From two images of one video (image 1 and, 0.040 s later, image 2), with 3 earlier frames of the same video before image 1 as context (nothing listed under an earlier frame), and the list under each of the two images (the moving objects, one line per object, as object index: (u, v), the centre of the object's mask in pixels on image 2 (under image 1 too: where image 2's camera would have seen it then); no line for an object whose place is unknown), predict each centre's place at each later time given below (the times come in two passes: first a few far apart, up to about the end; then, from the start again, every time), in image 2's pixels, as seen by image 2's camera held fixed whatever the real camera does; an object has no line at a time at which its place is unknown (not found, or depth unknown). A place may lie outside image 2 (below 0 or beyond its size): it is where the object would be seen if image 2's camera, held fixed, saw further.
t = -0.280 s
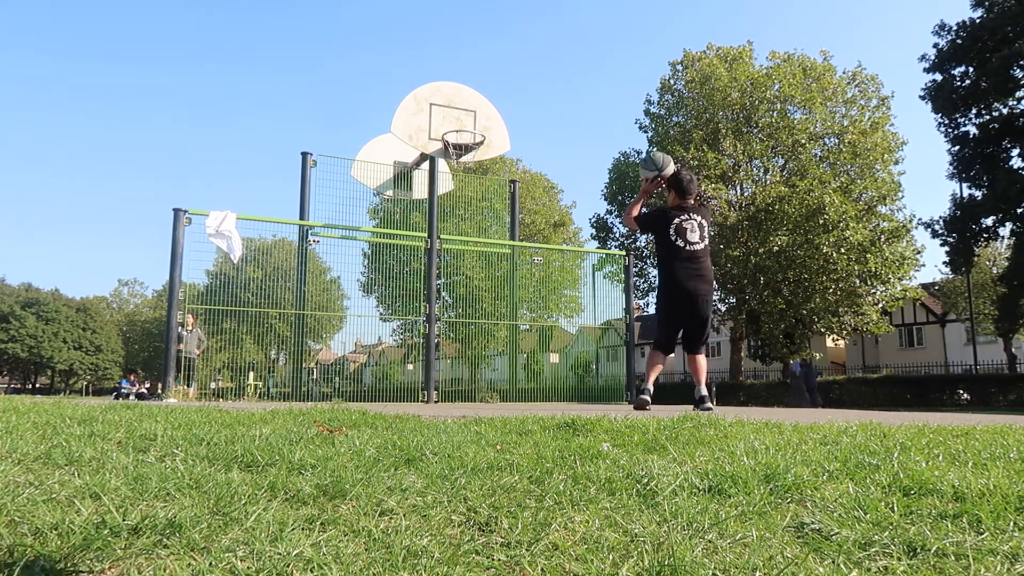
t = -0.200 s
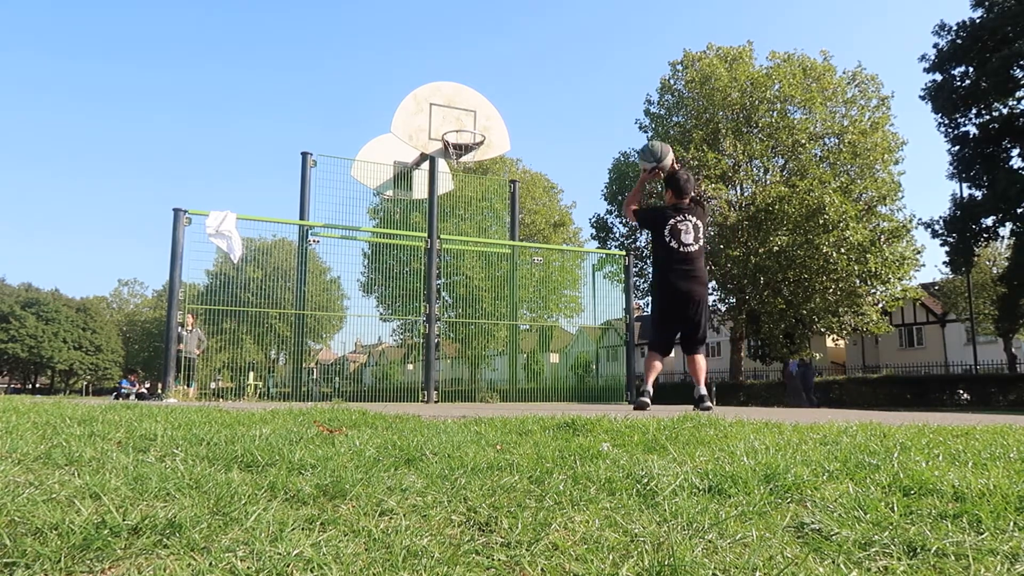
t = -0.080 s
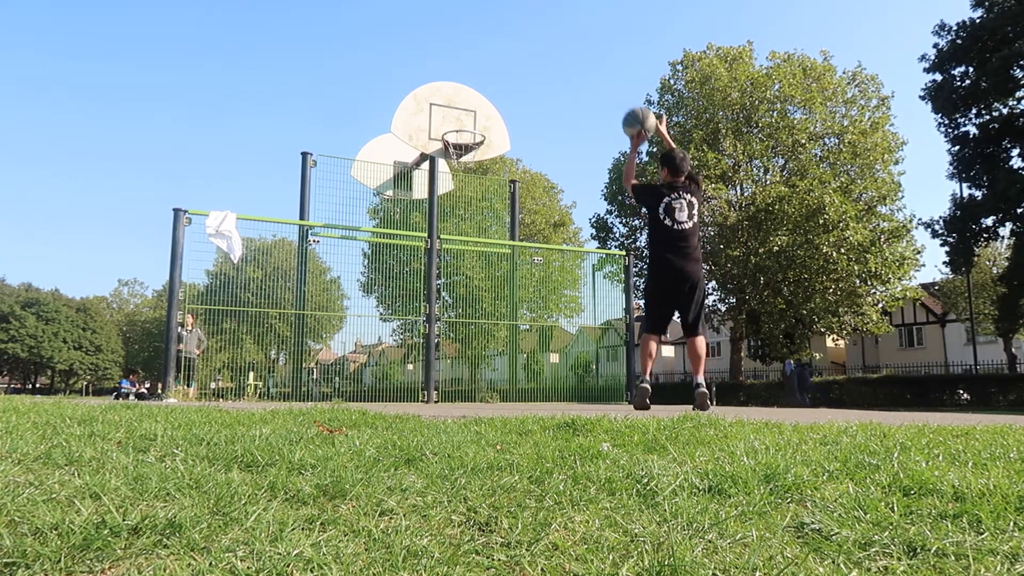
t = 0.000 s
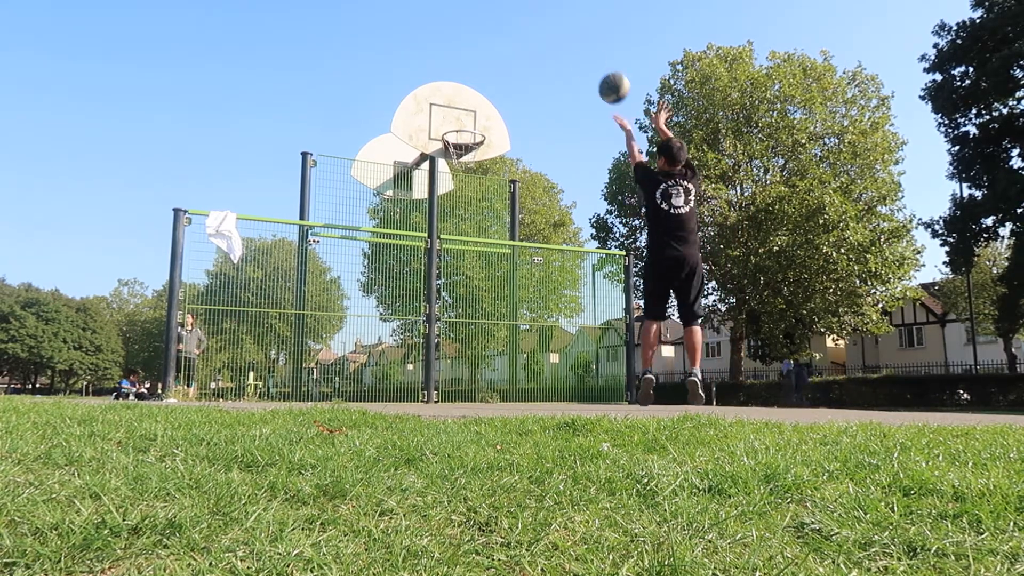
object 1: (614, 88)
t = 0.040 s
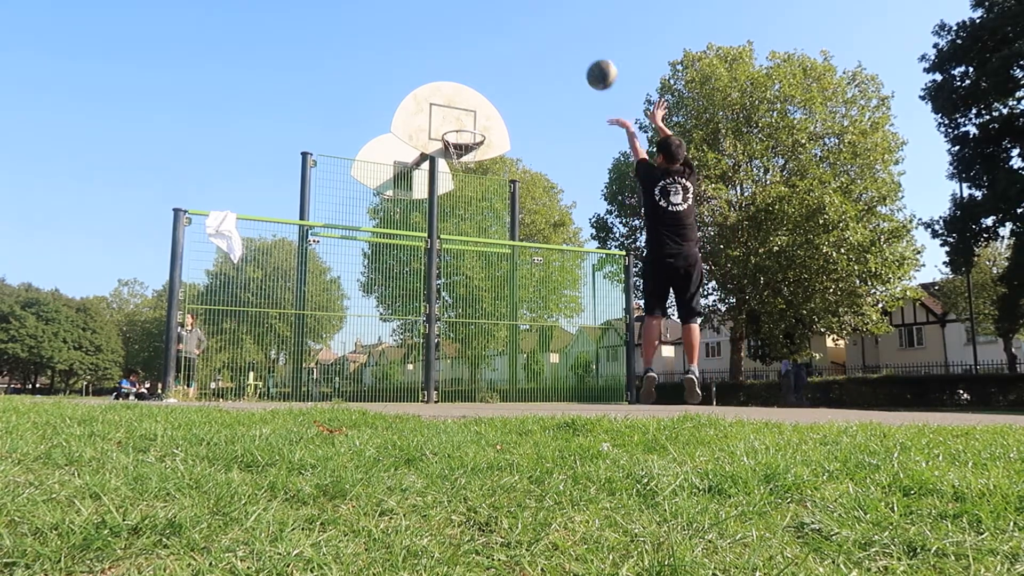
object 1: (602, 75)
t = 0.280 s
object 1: (540, 43)
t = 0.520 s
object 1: (494, 70)
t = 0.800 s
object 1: (456, 125)
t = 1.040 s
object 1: (458, 118)
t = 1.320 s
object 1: (471, 119)
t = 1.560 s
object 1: (481, 168)
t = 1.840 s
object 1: (494, 309)
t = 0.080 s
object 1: (590, 64)
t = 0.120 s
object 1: (579, 56)
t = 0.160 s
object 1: (568, 50)
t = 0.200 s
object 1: (558, 46)
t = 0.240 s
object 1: (548, 44)
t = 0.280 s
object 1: (540, 43)
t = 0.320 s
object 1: (531, 44)
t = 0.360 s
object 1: (523, 47)
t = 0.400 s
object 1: (515, 51)
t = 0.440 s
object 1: (508, 56)
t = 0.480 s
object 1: (501, 62)
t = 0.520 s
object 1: (494, 70)
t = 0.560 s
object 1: (487, 79)
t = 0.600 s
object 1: (481, 89)
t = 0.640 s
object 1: (475, 100)
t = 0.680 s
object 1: (468, 112)
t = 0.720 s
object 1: (463, 121)
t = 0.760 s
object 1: (460, 122)
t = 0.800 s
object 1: (456, 125)
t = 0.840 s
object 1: (452, 129)
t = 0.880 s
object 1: (449, 130)
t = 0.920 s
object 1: (451, 127)
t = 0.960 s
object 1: (453, 122)
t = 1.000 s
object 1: (456, 120)
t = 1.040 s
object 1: (458, 118)
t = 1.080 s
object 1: (460, 118)
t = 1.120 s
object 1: (463, 119)
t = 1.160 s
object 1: (465, 116)
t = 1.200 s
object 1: (466, 115)
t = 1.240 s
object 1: (468, 115)
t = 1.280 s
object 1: (469, 116)
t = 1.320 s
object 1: (471, 119)
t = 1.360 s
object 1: (473, 123)
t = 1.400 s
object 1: (474, 129)
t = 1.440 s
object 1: (476, 136)
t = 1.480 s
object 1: (478, 145)
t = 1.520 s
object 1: (480, 155)
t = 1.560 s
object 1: (481, 168)
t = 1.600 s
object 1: (484, 182)
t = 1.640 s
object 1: (485, 198)
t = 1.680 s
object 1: (488, 215)
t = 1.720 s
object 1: (488, 235)
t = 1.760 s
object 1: (490, 258)
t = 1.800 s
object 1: (492, 283)
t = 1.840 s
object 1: (494, 309)
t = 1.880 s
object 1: (496, 336)
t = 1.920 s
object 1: (498, 369)
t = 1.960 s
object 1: (499, 391)
